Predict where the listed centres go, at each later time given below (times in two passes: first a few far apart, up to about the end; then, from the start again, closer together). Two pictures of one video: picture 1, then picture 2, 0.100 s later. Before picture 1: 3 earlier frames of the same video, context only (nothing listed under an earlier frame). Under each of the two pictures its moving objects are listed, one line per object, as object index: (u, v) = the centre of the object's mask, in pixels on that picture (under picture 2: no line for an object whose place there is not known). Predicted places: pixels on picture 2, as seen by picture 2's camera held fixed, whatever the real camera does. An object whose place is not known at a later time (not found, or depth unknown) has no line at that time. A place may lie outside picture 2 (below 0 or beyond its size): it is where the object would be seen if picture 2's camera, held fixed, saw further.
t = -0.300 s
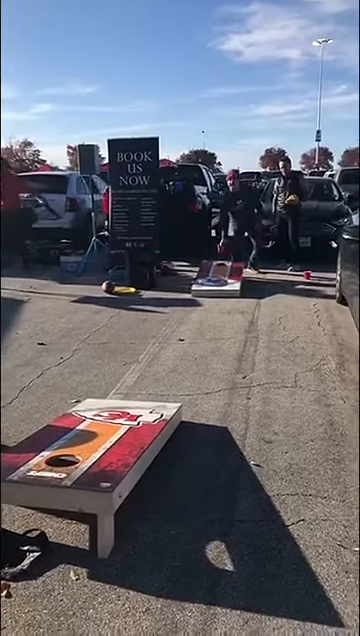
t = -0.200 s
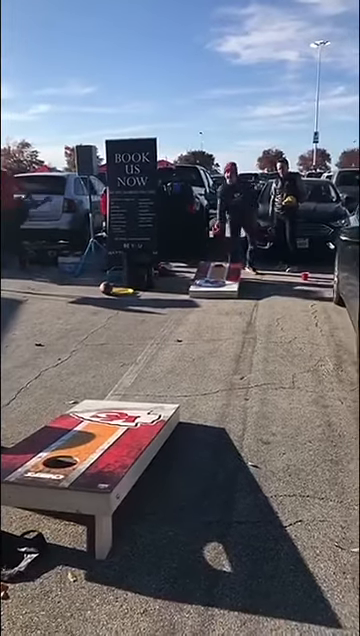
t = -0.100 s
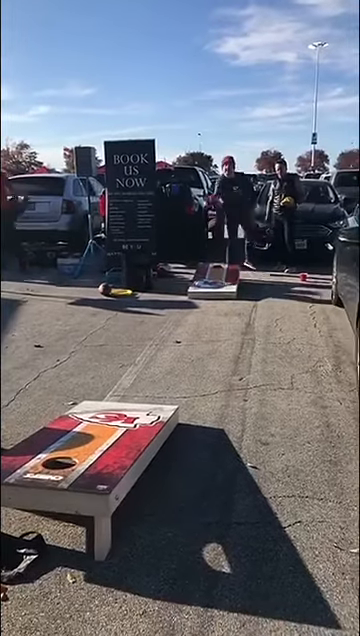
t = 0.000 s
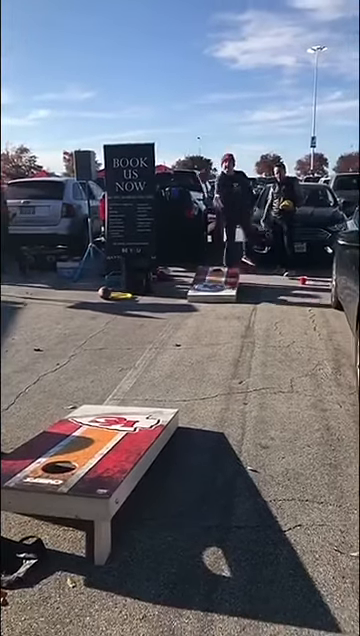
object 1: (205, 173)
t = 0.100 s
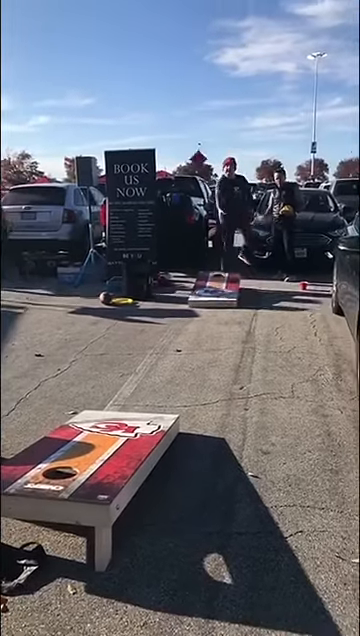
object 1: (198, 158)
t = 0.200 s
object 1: (189, 143)
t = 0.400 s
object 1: (166, 140)
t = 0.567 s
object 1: (142, 184)
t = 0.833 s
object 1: (78, 383)
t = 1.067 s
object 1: (24, 447)
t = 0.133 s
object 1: (195, 153)
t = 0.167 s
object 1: (192, 147)
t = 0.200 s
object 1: (189, 143)
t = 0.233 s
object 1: (186, 139)
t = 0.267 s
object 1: (182, 137)
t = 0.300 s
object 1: (179, 135)
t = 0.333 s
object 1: (175, 136)
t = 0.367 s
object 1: (170, 137)
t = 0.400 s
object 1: (166, 140)
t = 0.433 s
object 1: (162, 144)
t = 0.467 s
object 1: (156, 150)
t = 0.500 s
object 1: (151, 159)
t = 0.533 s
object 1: (145, 169)
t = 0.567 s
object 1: (142, 184)
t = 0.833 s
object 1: (78, 383)
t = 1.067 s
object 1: (24, 447)
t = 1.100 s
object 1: (18, 454)
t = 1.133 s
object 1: (16, 455)
